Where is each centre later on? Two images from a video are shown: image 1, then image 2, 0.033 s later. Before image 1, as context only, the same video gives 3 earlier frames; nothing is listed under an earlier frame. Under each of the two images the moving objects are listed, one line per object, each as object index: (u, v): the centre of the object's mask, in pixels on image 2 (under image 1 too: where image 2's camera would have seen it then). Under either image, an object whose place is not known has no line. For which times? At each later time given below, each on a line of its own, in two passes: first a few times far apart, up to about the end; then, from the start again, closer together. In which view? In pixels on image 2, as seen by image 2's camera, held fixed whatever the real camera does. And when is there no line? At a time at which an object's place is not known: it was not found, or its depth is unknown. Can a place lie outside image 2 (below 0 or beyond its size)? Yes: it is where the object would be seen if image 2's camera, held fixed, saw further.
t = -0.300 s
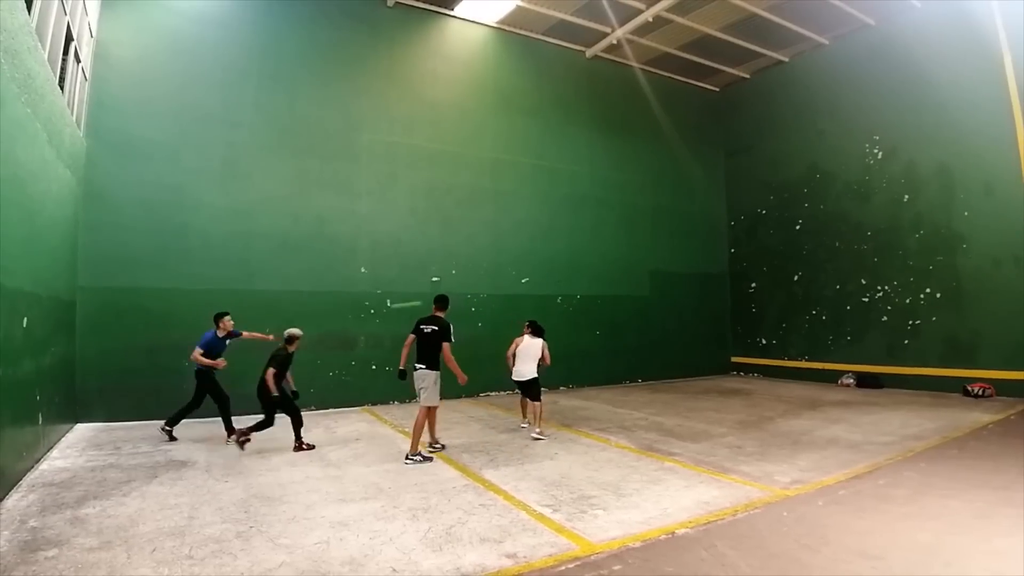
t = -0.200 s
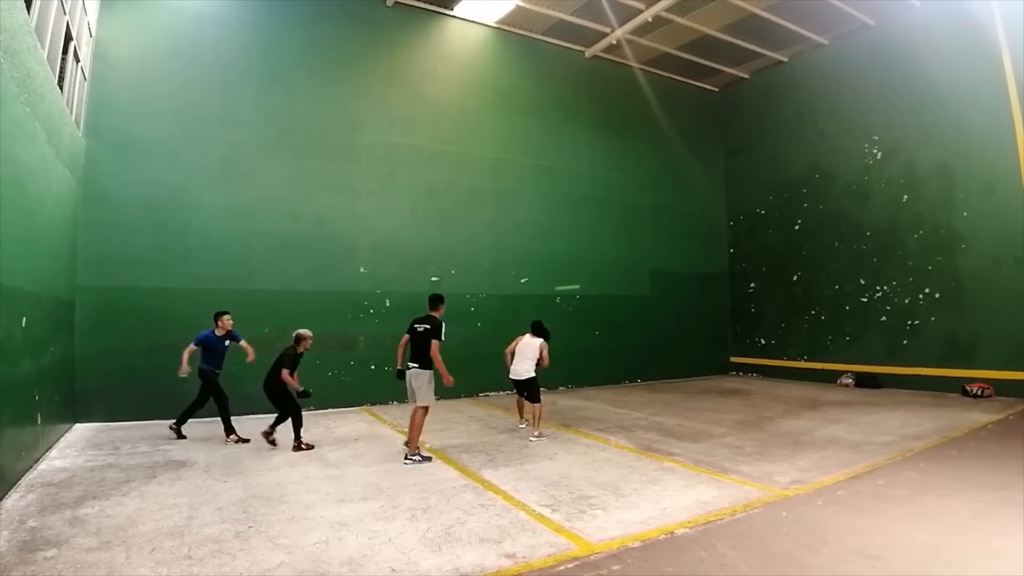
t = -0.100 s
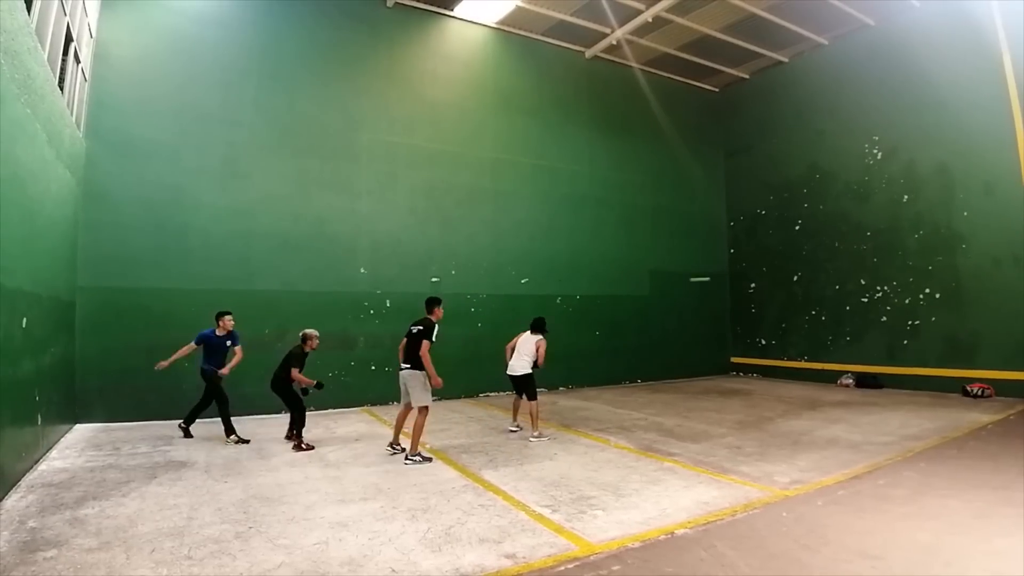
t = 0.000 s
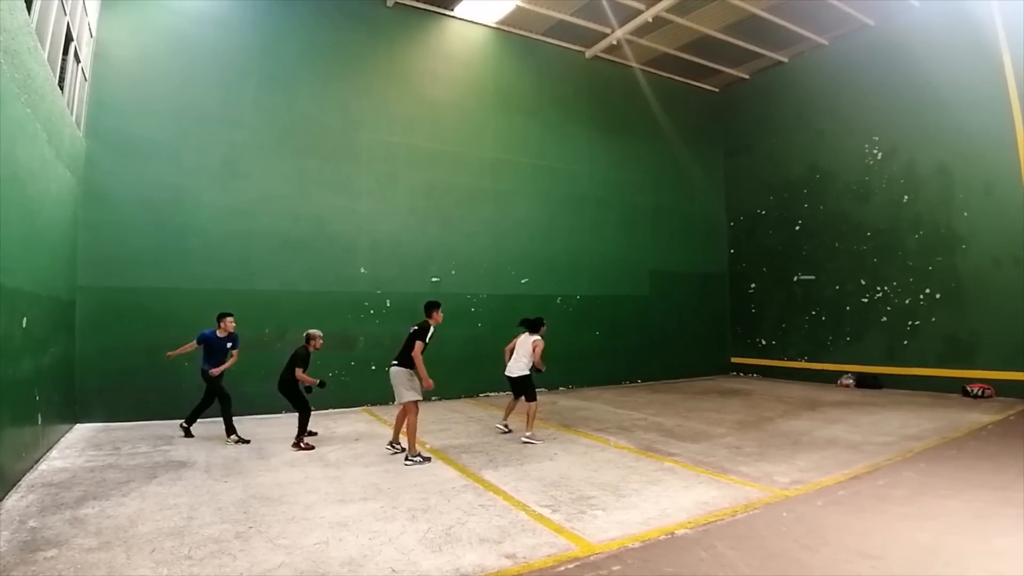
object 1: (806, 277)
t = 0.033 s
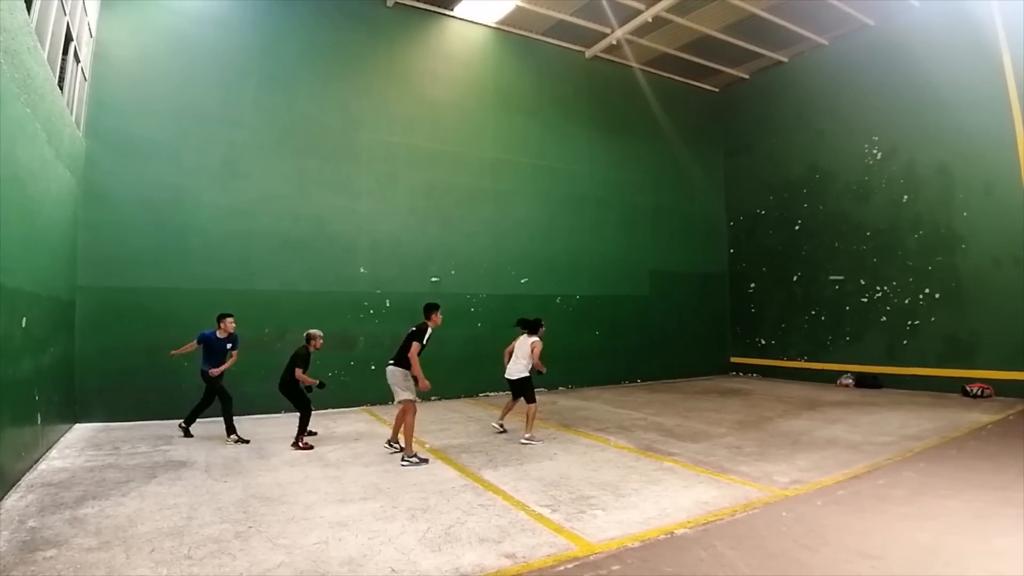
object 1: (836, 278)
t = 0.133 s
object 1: (859, 282)
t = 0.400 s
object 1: (744, 331)
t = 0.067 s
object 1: (863, 279)
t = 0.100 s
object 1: (867, 280)
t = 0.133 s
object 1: (859, 282)
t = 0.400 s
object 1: (744, 331)
